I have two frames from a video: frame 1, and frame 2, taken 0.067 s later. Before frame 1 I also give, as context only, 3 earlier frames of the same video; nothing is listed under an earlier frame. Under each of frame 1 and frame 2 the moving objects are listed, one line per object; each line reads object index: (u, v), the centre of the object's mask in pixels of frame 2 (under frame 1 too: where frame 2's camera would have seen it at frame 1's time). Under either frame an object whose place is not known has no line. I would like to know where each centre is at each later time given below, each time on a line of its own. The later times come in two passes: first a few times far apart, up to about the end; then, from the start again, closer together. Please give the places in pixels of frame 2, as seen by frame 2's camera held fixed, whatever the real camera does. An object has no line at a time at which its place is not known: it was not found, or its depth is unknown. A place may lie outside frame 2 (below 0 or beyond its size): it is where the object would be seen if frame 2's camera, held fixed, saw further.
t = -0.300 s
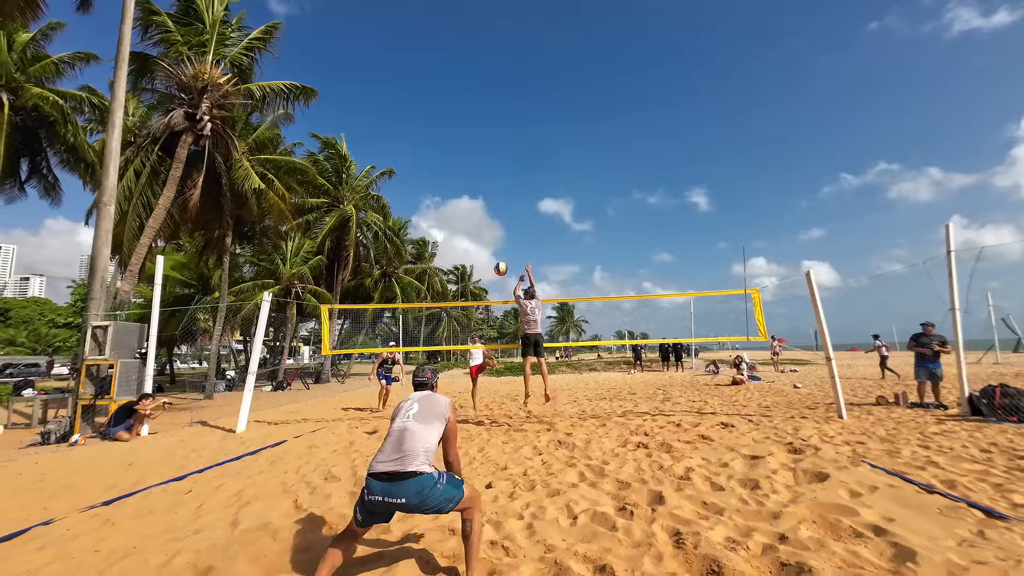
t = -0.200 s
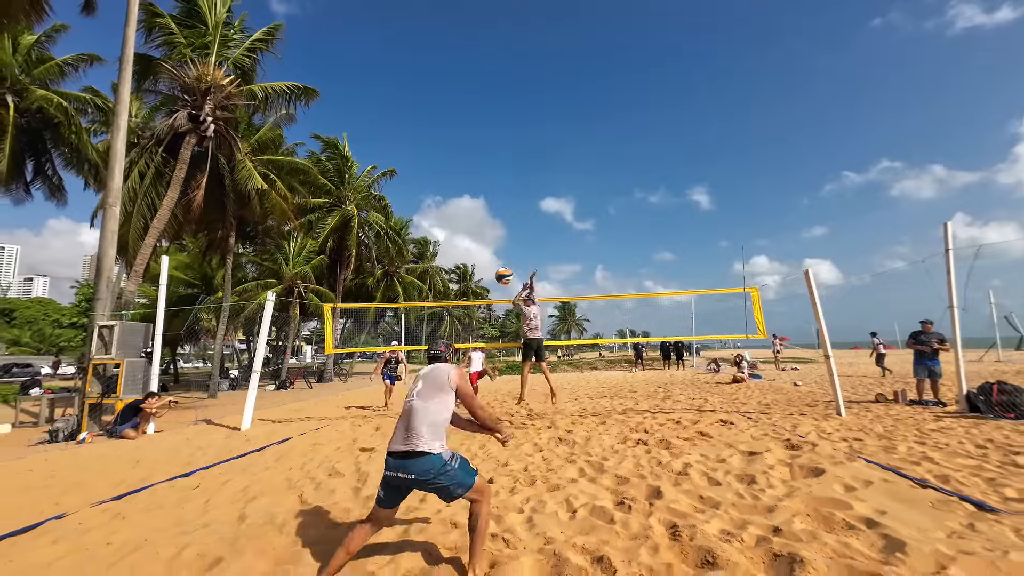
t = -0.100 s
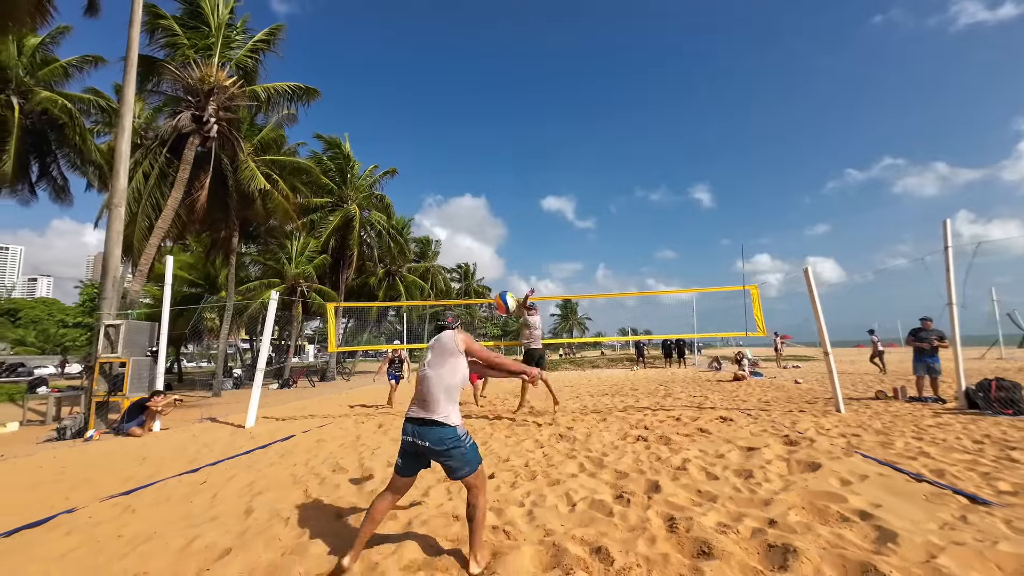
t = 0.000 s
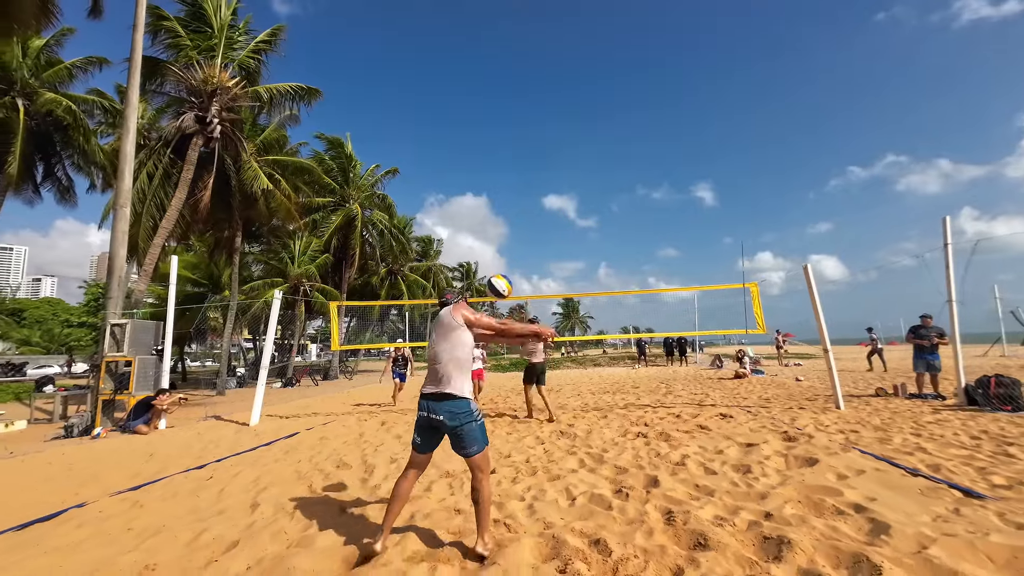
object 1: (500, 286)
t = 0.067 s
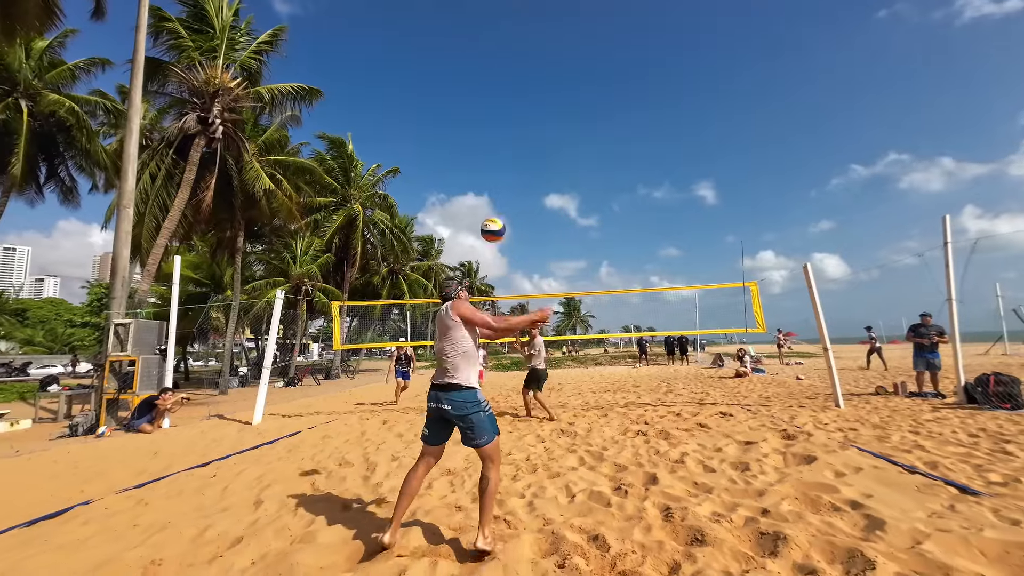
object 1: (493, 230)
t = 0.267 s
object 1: (476, 119)
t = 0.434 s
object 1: (466, 72)
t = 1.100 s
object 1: (433, 114)
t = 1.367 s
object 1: (423, 202)
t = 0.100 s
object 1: (490, 206)
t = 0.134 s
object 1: (487, 185)
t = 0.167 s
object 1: (484, 165)
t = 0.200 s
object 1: (481, 148)
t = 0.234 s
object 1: (479, 132)
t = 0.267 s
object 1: (476, 119)
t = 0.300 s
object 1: (474, 107)
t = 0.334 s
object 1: (472, 97)
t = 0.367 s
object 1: (469, 87)
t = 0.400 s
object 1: (468, 79)
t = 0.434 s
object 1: (466, 72)
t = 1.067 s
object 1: (435, 105)
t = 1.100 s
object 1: (433, 114)
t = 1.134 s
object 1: (432, 123)
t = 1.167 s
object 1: (431, 132)
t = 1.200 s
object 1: (429, 143)
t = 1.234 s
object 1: (428, 153)
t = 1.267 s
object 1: (426, 165)
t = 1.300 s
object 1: (425, 177)
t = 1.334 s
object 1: (424, 189)
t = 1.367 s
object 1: (423, 202)
